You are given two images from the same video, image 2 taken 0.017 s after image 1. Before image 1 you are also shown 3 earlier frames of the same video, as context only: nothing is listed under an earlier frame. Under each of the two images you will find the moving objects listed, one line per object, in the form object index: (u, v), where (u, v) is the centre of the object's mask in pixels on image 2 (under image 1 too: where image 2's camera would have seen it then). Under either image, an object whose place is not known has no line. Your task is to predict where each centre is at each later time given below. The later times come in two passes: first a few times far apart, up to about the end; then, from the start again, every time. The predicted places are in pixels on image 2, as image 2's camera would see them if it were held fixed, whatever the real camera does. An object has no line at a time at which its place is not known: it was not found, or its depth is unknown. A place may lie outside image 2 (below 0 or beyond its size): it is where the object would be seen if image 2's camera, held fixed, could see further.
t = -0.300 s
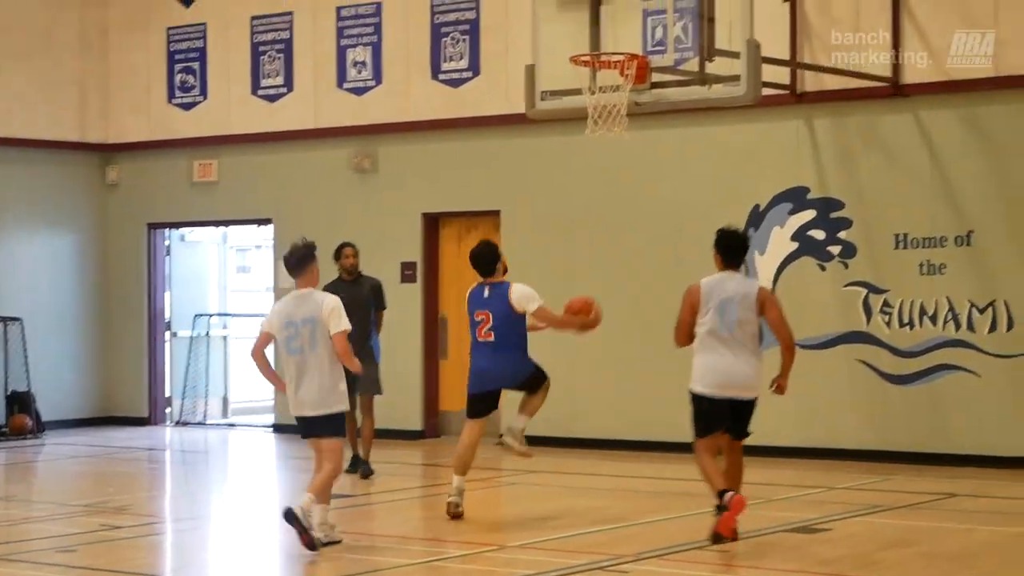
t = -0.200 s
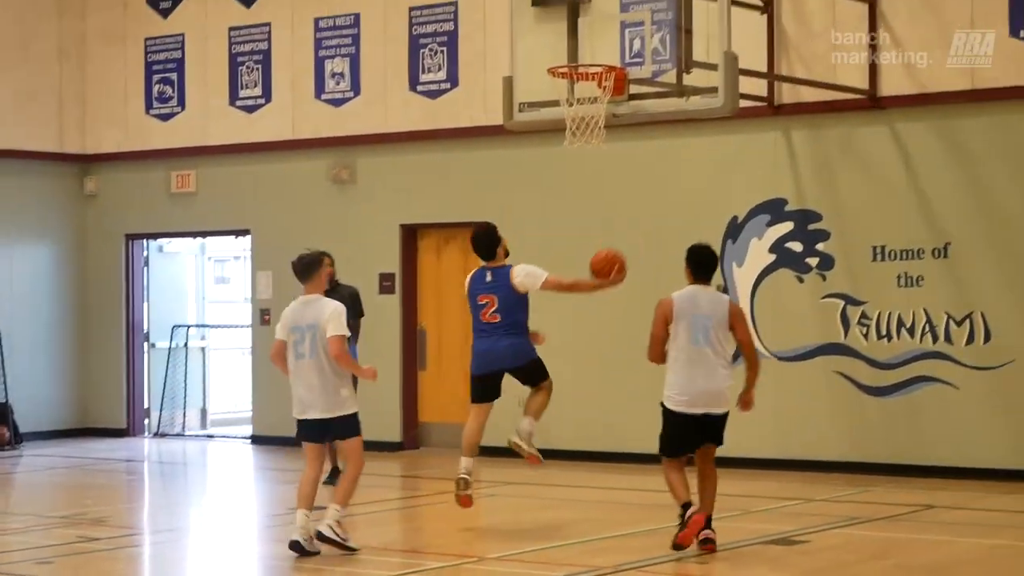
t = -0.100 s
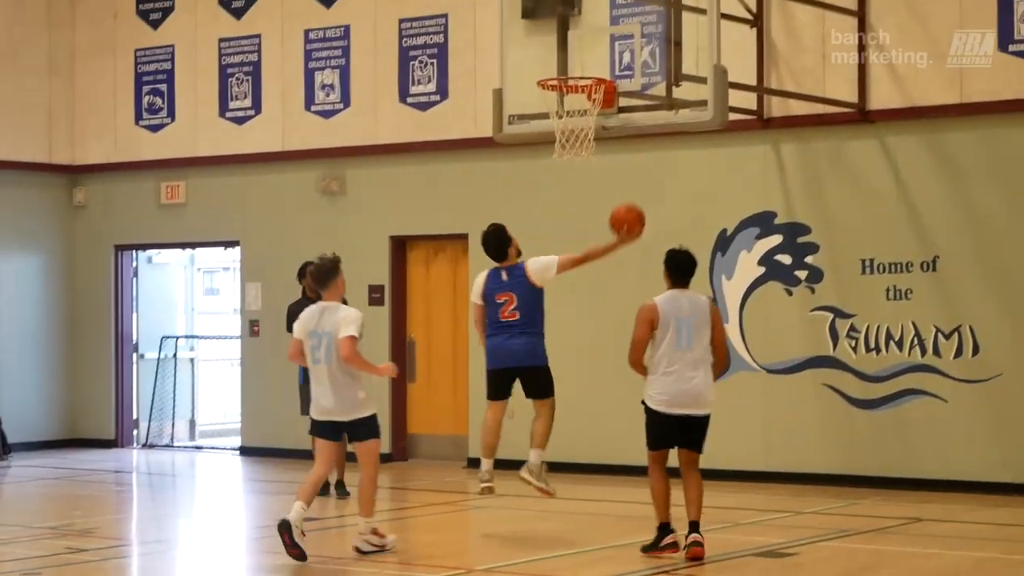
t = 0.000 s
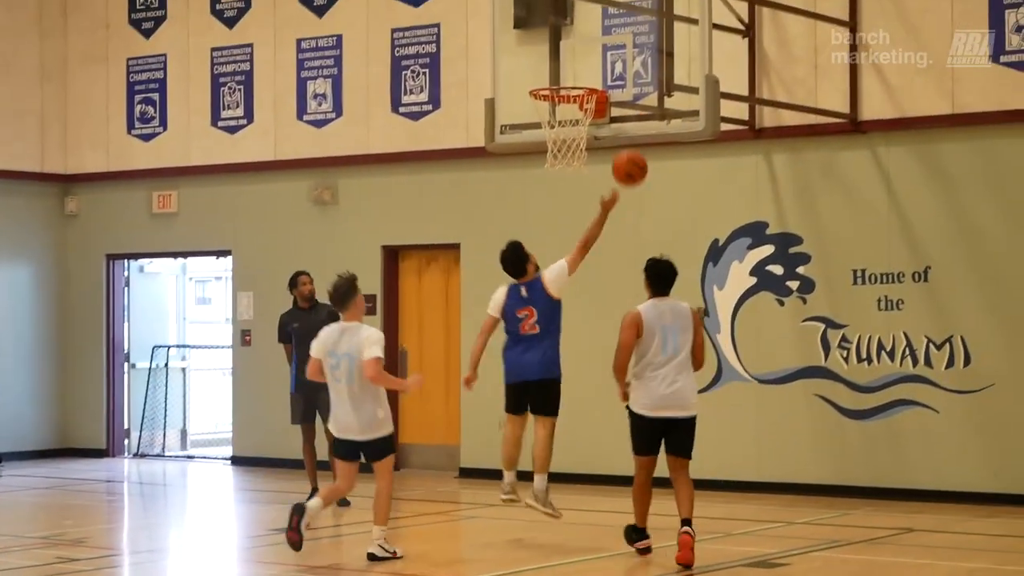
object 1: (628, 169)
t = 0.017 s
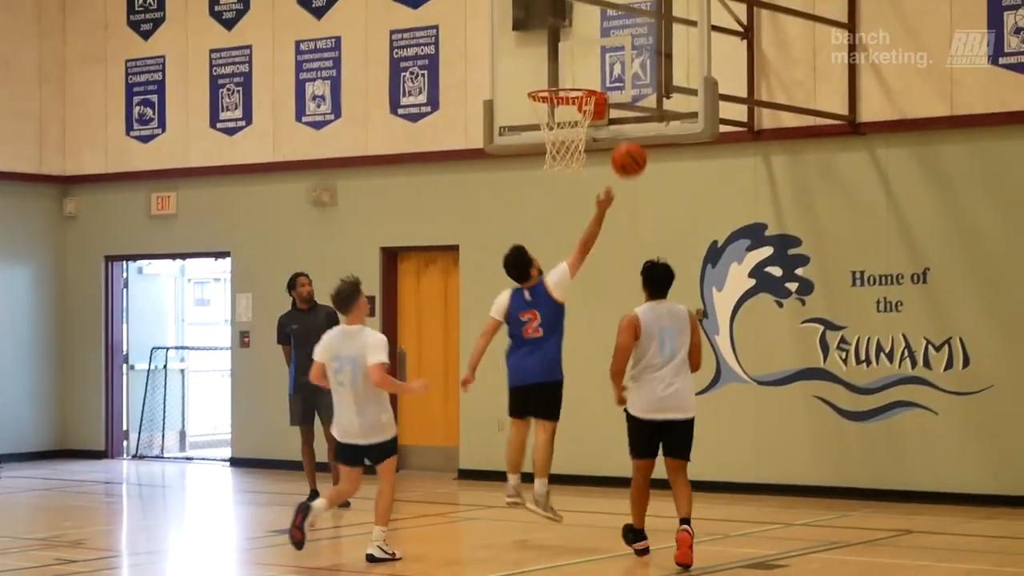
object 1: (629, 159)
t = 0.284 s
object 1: (635, 53)
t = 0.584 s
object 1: (575, 64)
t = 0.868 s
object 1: (558, 79)
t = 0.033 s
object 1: (629, 150)
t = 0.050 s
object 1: (630, 140)
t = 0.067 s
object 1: (630, 132)
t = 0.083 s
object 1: (630, 124)
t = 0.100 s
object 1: (631, 116)
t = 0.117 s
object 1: (631, 108)
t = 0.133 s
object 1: (632, 100)
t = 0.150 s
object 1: (632, 94)
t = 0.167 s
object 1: (633, 87)
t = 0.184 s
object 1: (633, 81)
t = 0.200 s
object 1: (634, 76)
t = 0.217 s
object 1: (634, 70)
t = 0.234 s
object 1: (634, 66)
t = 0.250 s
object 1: (635, 62)
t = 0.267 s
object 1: (635, 57)
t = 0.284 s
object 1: (635, 53)
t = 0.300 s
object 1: (635, 51)
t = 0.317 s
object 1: (632, 48)
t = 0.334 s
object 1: (629, 46)
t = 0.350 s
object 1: (626, 44)
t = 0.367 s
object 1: (622, 43)
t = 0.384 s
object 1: (618, 42)
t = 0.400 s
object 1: (616, 42)
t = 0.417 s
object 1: (612, 42)
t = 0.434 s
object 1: (609, 42)
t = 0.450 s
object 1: (605, 43)
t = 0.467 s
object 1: (601, 44)
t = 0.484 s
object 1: (597, 46)
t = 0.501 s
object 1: (594, 47)
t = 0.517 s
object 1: (589, 50)
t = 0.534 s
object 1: (586, 52)
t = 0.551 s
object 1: (583, 56)
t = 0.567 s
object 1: (579, 59)
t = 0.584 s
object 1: (575, 64)
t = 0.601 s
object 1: (572, 68)
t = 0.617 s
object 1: (570, 73)
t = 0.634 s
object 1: (569, 72)
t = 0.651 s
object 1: (568, 70)
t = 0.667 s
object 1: (567, 69)
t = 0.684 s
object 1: (566, 68)
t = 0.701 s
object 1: (566, 68)
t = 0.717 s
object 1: (565, 68)
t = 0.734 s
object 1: (564, 68)
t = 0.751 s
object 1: (564, 68)
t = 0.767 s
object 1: (563, 69)
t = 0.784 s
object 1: (562, 71)
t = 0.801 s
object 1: (562, 72)
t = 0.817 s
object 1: (561, 74)
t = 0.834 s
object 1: (560, 76)
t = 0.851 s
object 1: (559, 77)
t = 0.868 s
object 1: (558, 79)
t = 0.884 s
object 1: (558, 80)
